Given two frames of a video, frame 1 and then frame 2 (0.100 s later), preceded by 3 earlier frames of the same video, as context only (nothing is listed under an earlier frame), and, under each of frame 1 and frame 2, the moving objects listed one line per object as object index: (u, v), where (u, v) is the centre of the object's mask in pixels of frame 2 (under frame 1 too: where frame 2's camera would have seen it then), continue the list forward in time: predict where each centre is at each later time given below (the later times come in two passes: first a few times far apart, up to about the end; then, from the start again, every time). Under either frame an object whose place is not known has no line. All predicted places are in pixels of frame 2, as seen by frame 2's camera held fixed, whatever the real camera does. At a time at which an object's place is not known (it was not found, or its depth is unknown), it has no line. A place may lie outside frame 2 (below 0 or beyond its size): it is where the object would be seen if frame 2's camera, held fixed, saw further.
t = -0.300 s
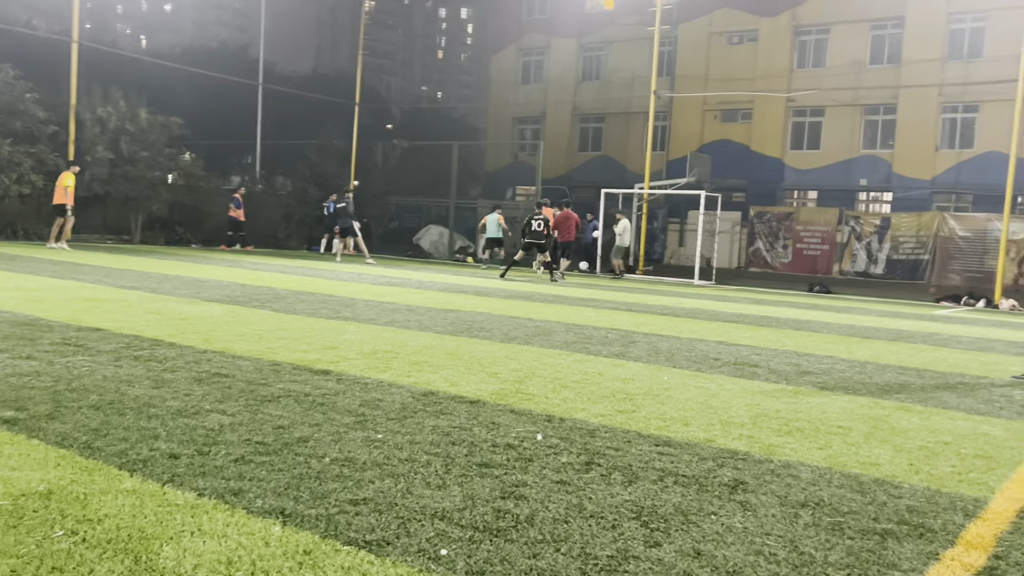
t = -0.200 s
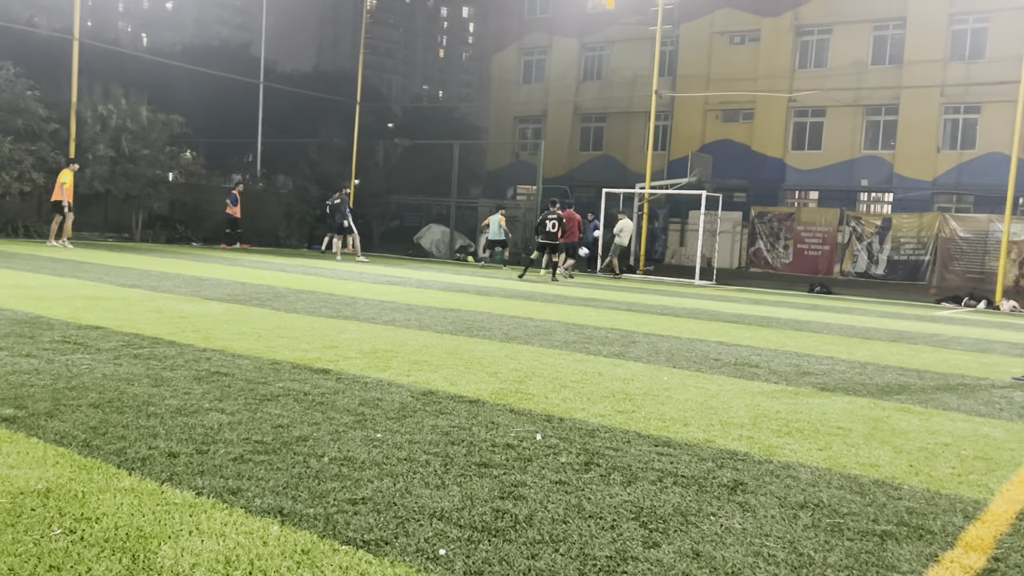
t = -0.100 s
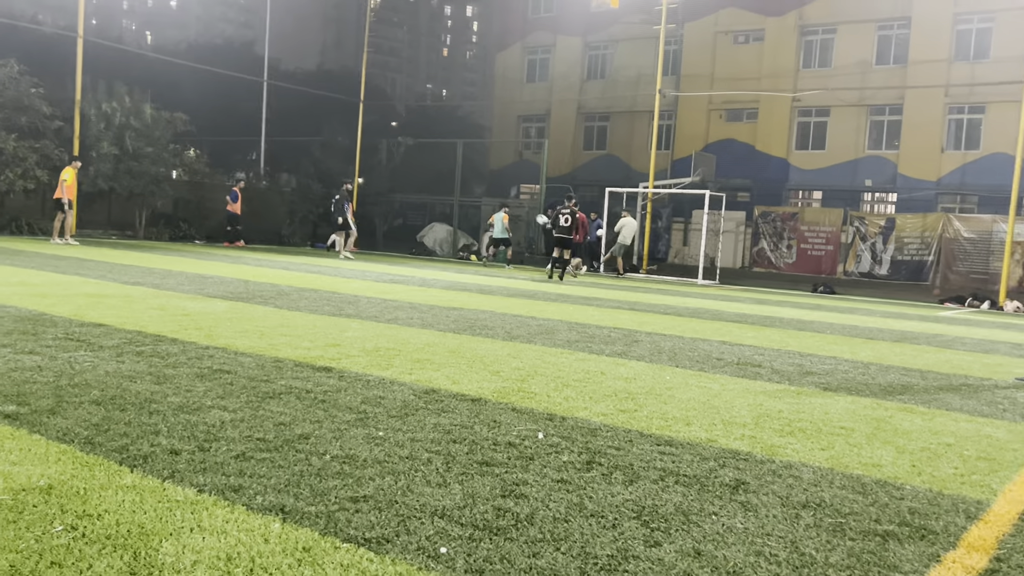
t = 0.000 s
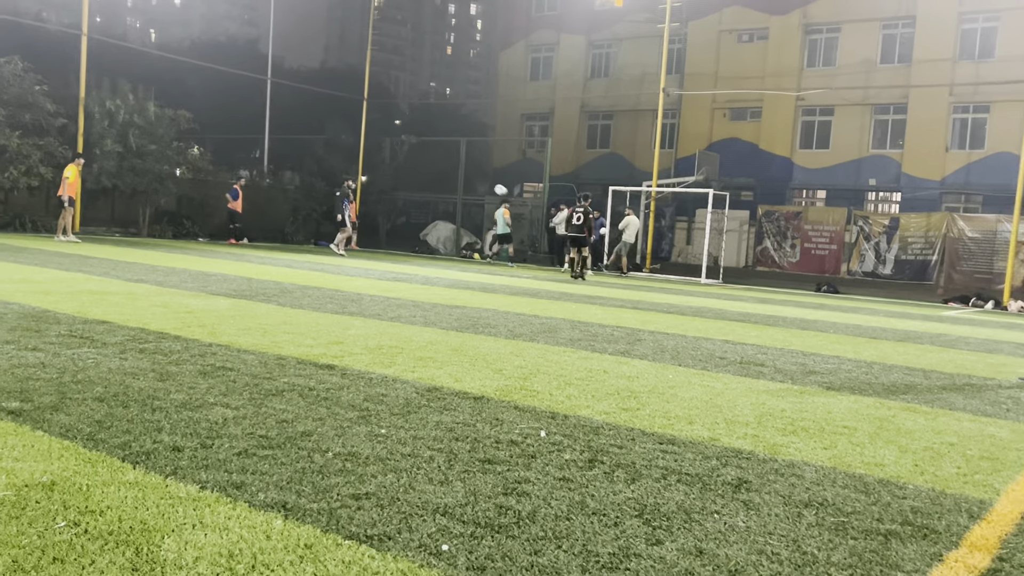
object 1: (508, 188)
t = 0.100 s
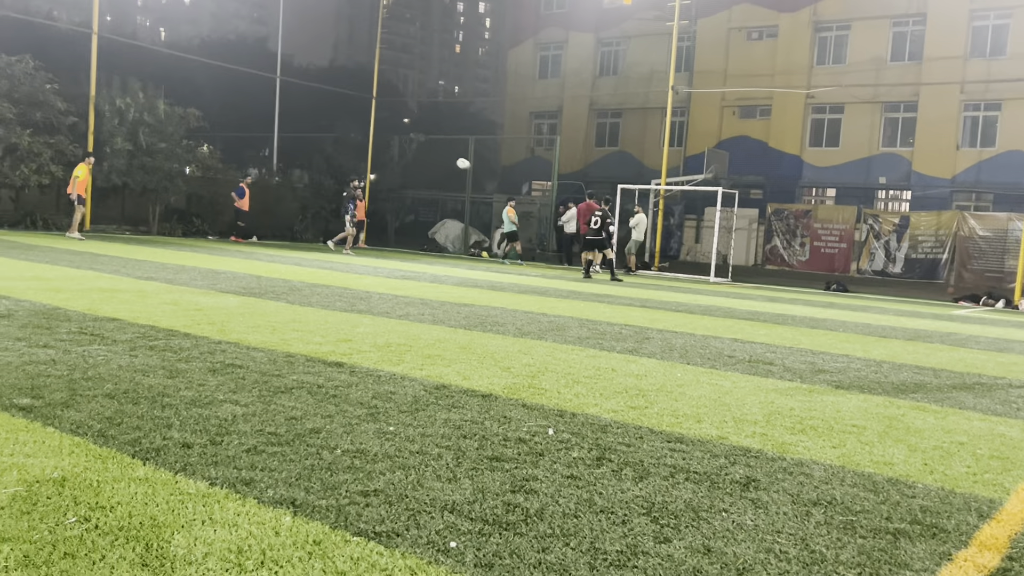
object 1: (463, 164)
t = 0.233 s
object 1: (400, 137)
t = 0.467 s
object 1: (285, 107)
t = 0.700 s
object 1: (159, 101)
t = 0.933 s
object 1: (22, 124)
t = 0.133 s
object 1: (448, 156)
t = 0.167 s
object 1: (432, 150)
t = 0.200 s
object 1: (416, 143)
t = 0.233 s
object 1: (400, 137)
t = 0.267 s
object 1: (384, 131)
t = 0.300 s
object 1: (367, 126)
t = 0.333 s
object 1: (352, 121)
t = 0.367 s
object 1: (335, 117)
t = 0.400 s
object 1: (318, 113)
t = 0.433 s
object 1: (302, 110)
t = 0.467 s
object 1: (285, 107)
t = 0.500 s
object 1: (268, 105)
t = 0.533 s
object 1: (251, 103)
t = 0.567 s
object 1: (233, 101)
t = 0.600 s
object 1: (215, 101)
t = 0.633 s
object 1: (197, 100)
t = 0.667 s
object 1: (178, 100)
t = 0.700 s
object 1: (159, 101)
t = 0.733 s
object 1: (141, 103)
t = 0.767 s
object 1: (121, 104)
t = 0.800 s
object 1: (102, 107)
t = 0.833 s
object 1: (83, 110)
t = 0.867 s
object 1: (63, 114)
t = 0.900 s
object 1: (42, 119)
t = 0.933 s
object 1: (22, 124)
